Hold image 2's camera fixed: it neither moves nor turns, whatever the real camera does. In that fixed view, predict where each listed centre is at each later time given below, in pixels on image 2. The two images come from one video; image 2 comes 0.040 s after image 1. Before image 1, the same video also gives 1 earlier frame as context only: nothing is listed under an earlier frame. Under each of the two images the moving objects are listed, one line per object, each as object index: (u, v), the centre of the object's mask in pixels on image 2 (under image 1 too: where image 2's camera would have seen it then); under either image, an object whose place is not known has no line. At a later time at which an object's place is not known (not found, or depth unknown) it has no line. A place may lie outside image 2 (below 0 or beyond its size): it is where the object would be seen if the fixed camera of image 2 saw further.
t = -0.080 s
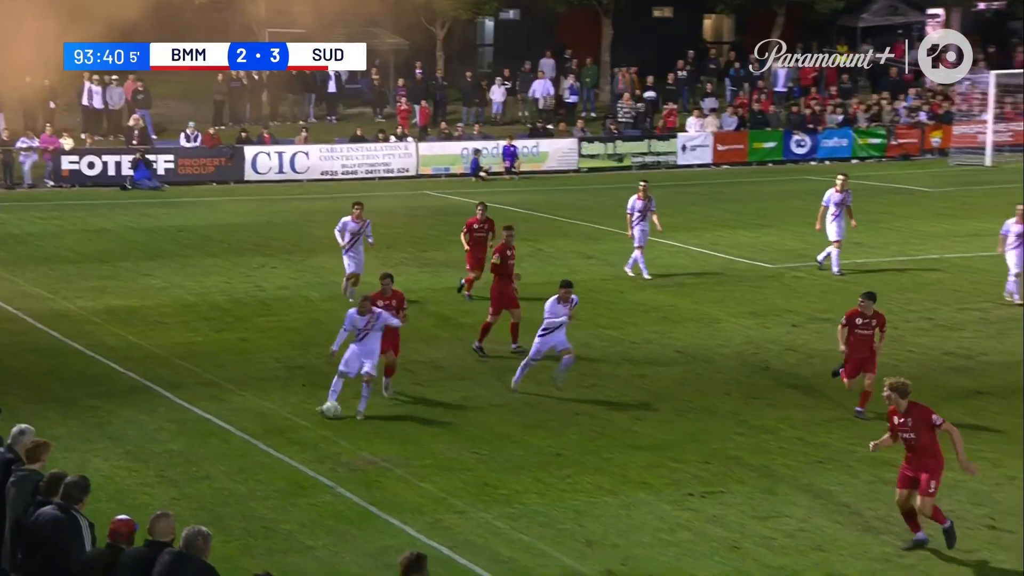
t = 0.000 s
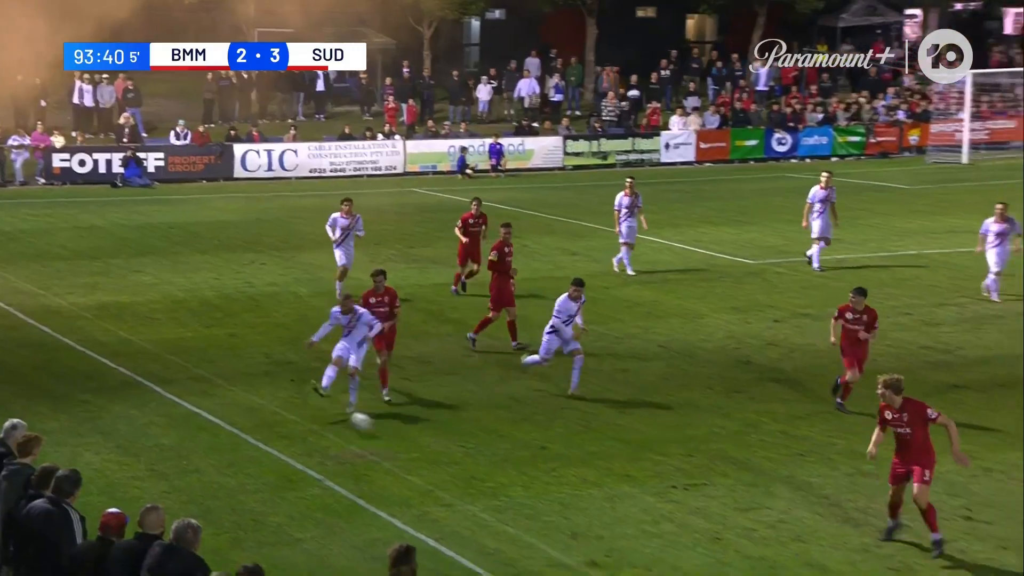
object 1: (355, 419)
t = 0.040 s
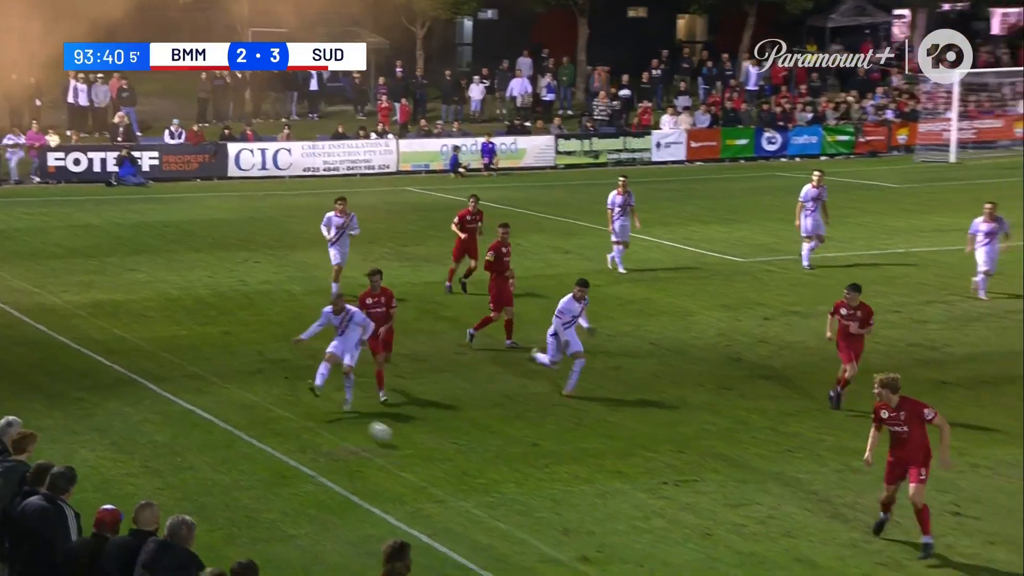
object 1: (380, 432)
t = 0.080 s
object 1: (407, 447)
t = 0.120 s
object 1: (435, 462)
